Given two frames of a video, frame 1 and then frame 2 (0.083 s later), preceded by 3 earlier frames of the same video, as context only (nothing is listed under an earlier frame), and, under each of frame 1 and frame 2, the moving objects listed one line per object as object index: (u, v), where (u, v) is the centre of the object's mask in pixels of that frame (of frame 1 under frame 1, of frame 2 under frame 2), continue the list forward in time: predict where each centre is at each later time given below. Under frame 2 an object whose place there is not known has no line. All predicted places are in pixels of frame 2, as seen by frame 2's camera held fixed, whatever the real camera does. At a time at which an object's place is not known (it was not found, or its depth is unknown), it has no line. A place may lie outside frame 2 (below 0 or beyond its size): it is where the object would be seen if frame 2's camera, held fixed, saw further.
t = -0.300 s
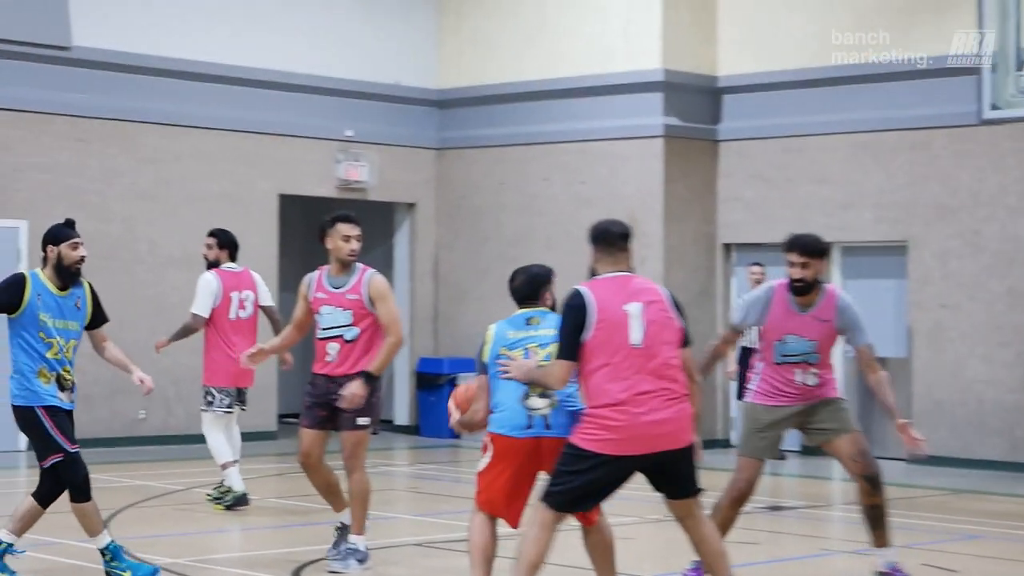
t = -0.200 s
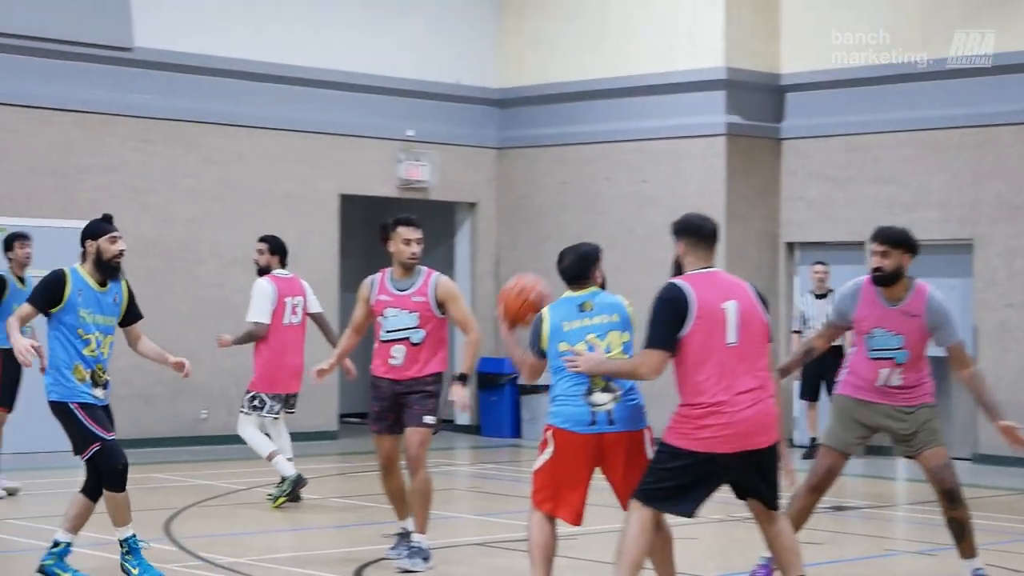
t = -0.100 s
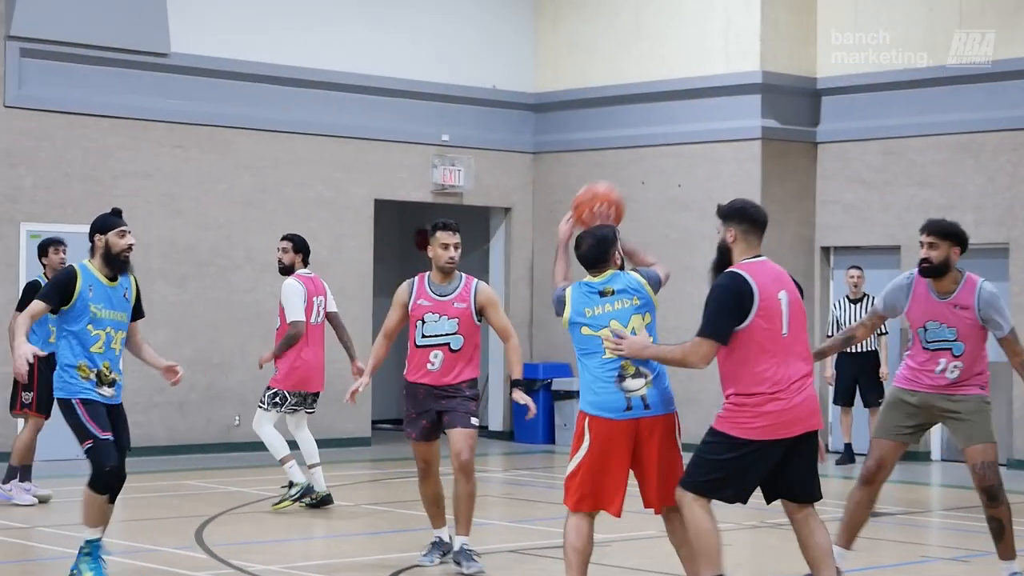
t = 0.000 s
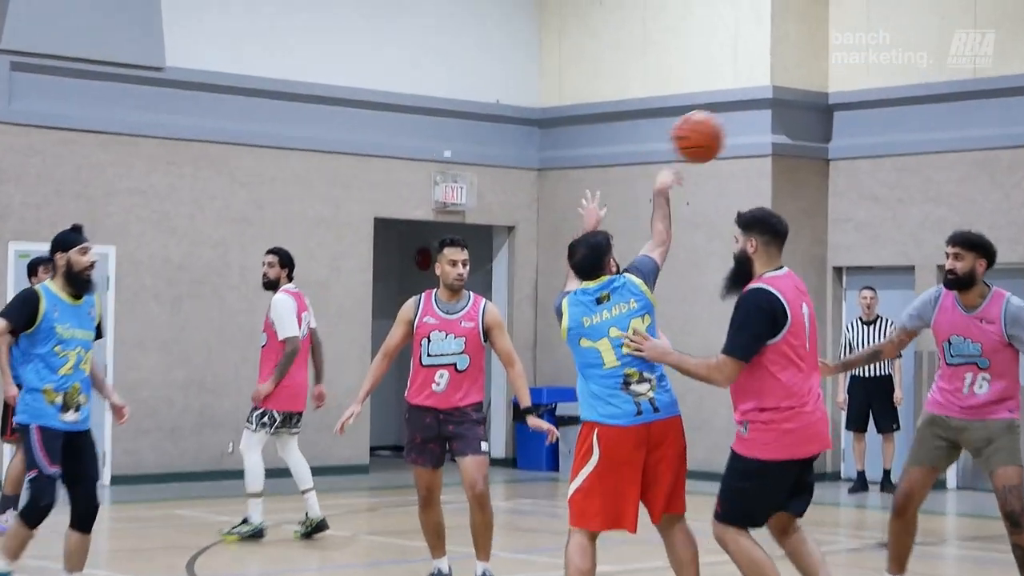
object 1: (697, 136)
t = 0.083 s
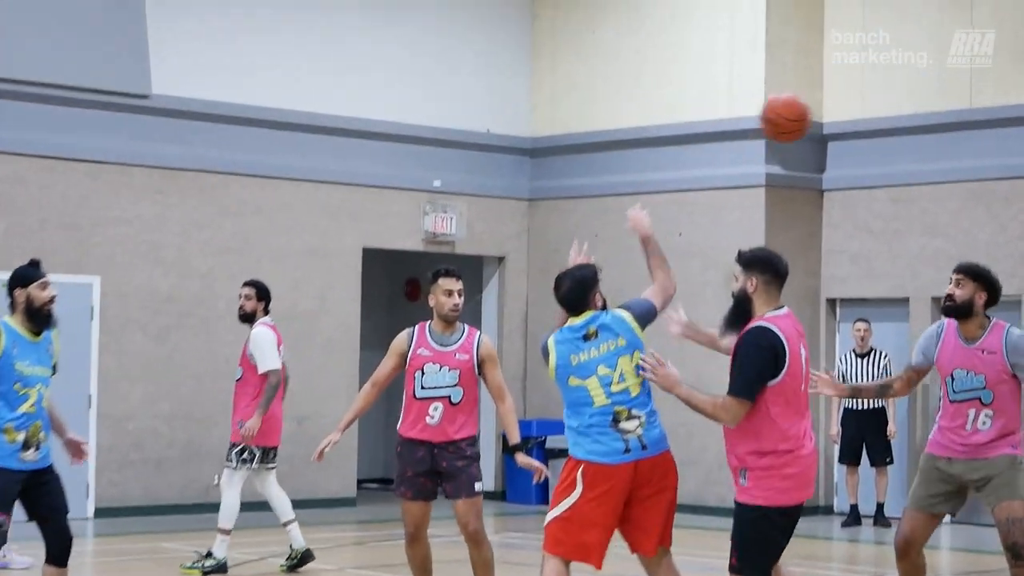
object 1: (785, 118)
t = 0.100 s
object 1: (802, 107)
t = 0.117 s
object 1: (821, 99)
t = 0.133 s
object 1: (839, 92)
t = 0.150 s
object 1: (857, 86)
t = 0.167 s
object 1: (875, 81)
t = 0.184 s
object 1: (891, 76)
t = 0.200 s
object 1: (907, 73)
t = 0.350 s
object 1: (1052, 62)
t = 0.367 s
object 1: (1069, 64)
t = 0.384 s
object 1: (1087, 65)
